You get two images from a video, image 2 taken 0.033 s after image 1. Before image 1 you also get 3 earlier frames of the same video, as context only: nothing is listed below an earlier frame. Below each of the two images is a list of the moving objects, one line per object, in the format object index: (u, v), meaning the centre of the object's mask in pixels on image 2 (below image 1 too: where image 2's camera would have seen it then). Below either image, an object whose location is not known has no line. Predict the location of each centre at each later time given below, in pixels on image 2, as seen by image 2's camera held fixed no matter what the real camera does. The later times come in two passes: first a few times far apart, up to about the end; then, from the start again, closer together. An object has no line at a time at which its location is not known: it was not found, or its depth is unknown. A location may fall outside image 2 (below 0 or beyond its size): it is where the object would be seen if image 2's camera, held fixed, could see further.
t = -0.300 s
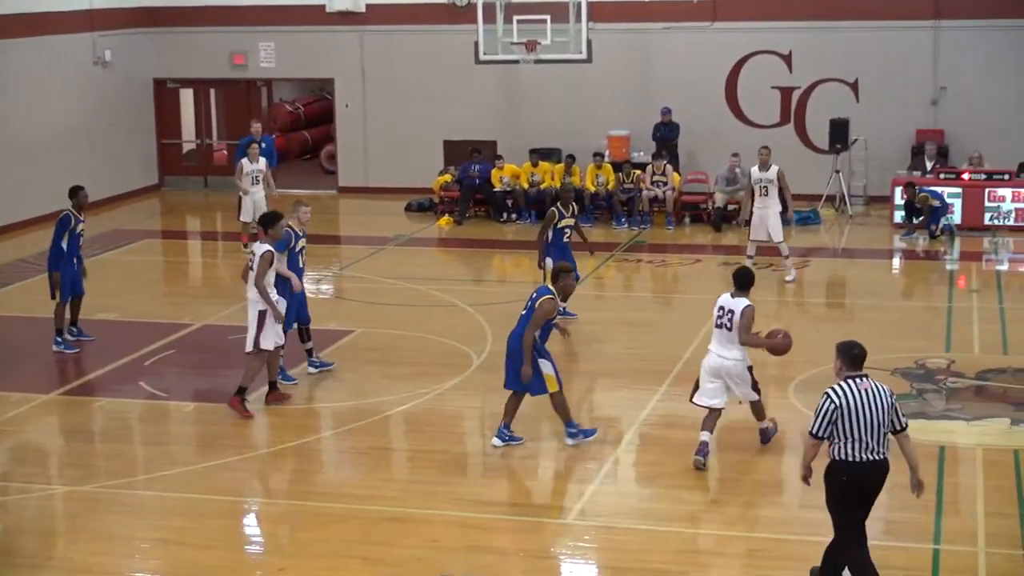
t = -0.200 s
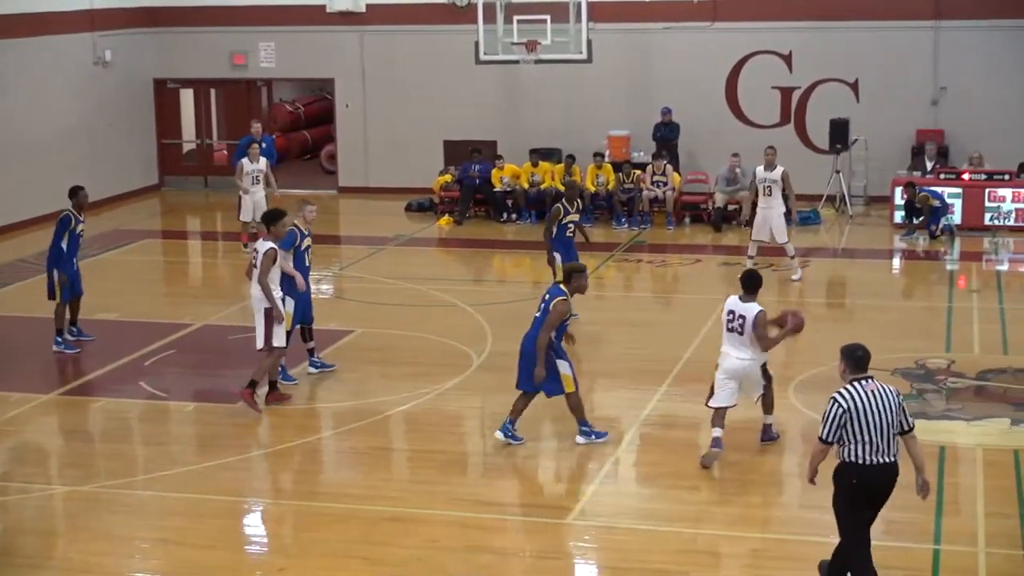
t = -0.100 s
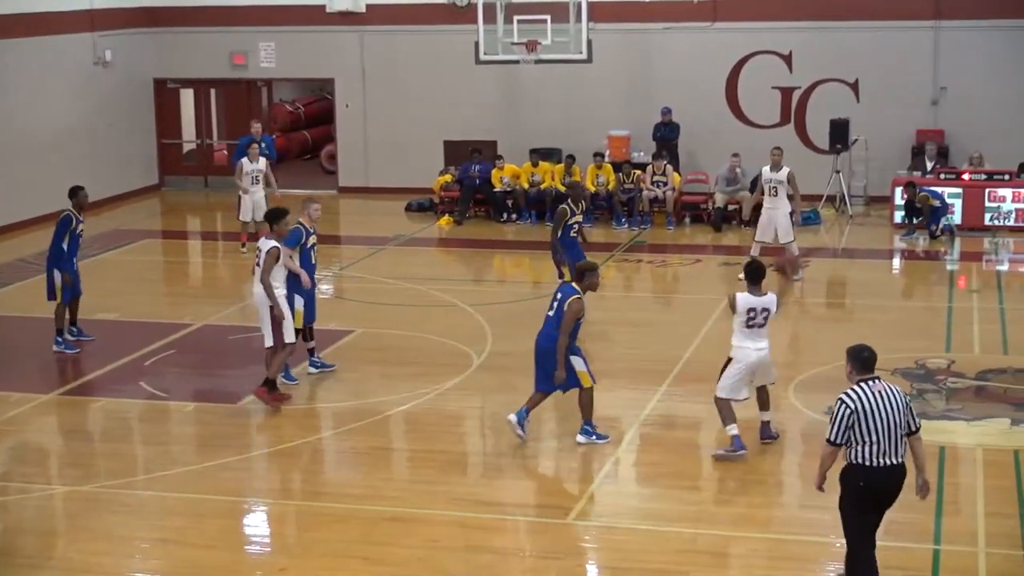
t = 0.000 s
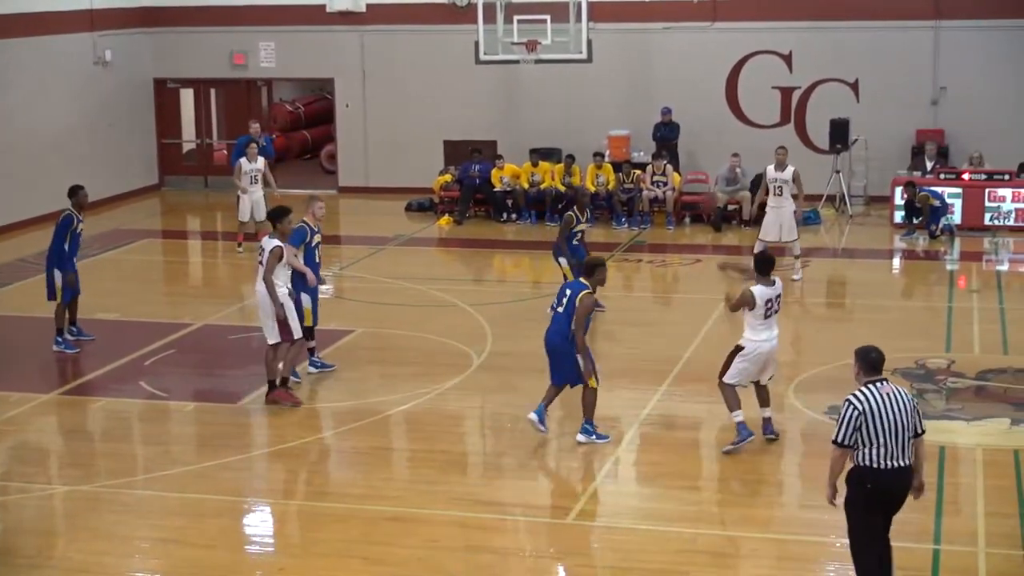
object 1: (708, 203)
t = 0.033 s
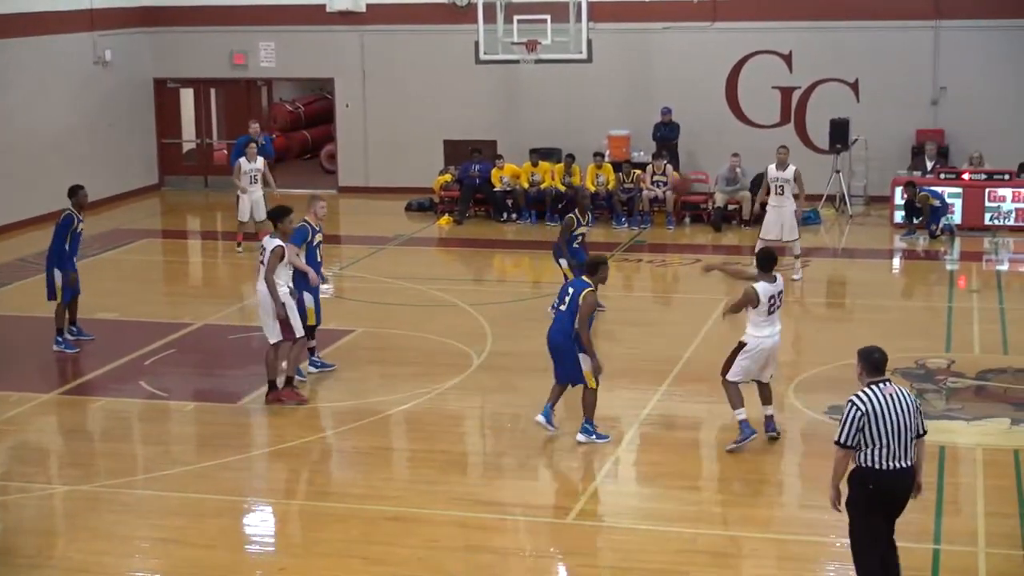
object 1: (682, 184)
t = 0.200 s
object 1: (562, 121)
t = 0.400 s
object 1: (454, 85)
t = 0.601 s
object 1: (369, 82)
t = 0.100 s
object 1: (631, 154)
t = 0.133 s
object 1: (604, 142)
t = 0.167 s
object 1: (584, 131)
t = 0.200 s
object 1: (562, 121)
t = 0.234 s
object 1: (542, 113)
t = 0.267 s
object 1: (523, 106)
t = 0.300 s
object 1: (504, 98)
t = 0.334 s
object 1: (487, 93)
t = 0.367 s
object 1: (470, 89)
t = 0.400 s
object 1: (454, 85)
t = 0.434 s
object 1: (438, 83)
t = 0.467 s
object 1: (423, 81)
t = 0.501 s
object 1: (409, 80)
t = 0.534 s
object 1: (396, 80)
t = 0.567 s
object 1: (382, 81)
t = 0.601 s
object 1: (369, 82)
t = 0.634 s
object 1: (357, 84)
